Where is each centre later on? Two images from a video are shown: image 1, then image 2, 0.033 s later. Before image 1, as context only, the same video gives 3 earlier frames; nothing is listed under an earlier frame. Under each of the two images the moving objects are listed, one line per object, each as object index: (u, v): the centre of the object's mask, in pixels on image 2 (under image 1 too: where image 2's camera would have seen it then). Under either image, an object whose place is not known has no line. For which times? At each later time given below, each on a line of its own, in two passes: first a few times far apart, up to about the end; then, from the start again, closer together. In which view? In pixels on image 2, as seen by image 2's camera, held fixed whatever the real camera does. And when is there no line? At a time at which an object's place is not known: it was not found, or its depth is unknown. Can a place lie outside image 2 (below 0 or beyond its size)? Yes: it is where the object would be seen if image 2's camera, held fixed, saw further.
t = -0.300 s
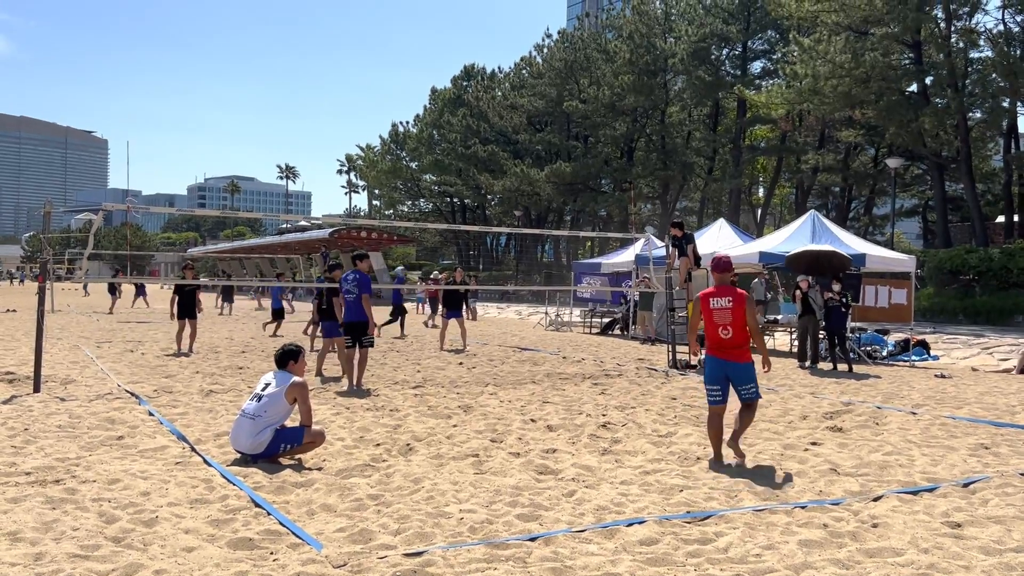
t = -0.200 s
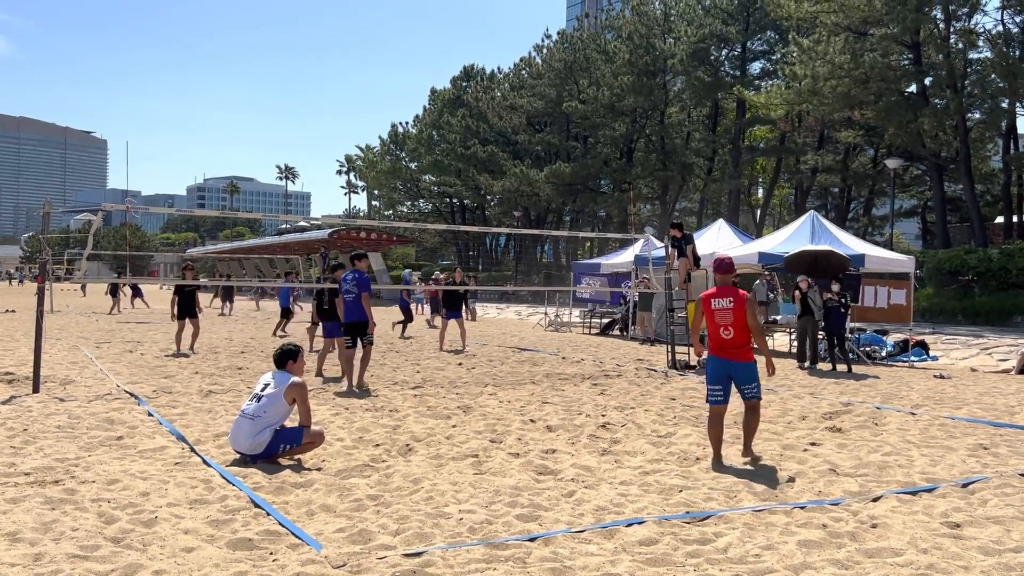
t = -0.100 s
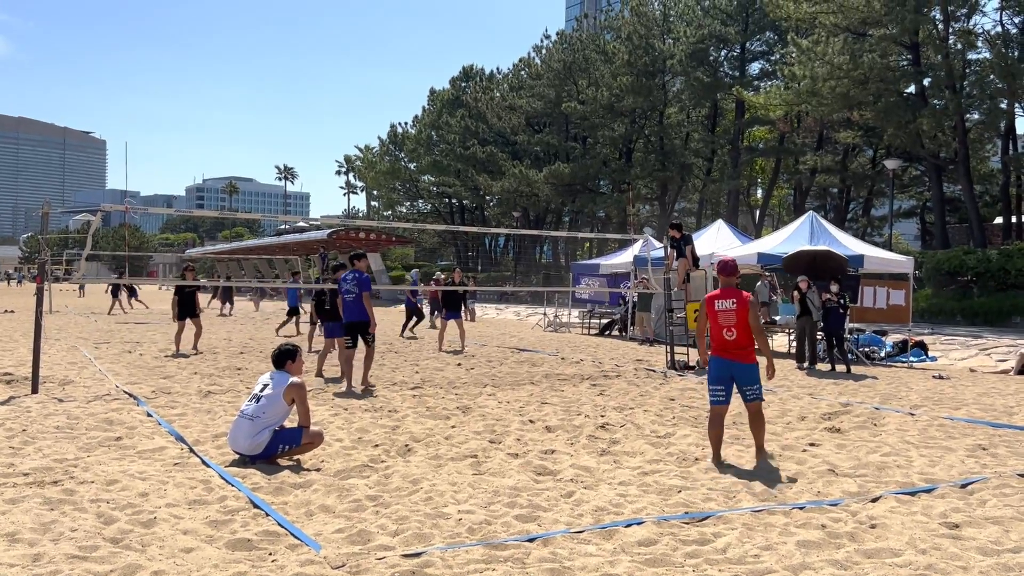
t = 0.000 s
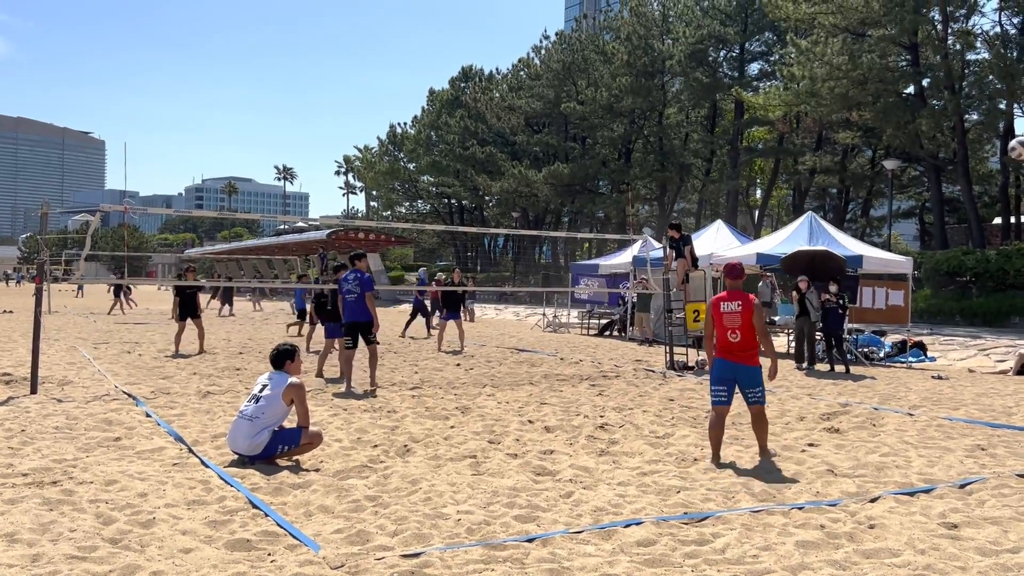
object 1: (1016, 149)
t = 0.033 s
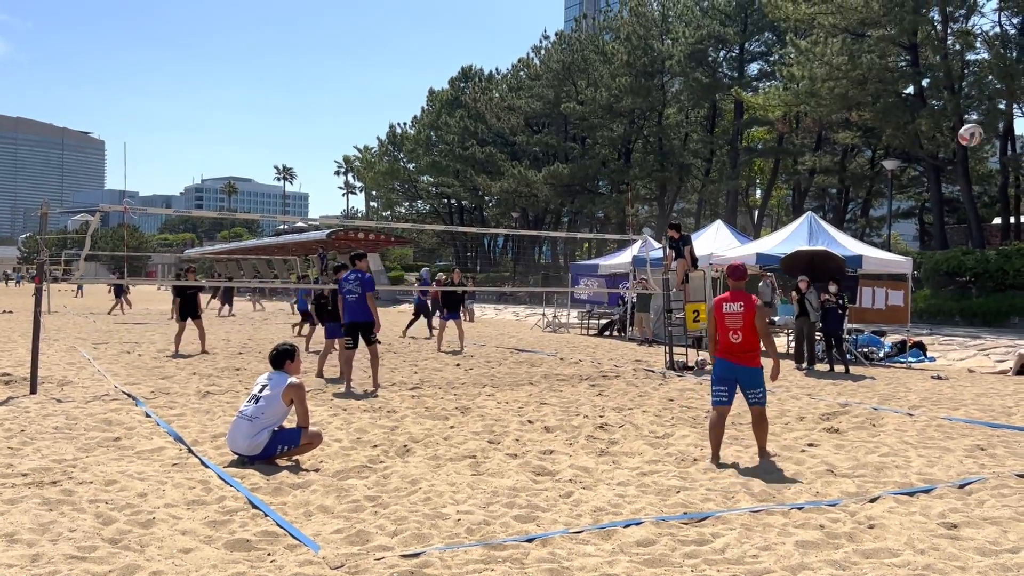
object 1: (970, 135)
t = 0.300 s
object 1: (676, 96)
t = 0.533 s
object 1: (515, 118)
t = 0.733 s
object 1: (416, 160)
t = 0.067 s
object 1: (924, 125)
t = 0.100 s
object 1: (881, 115)
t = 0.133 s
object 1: (841, 109)
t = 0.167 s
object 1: (803, 103)
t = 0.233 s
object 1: (735, 97)
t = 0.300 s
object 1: (676, 96)
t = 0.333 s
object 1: (650, 96)
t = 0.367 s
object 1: (624, 98)
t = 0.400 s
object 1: (599, 100)
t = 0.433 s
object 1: (576, 103)
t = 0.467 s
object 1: (555, 108)
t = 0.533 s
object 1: (515, 118)
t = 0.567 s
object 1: (495, 123)
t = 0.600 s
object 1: (479, 129)
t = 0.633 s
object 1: (462, 137)
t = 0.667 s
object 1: (446, 144)
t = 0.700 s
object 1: (432, 151)
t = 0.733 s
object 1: (416, 160)
